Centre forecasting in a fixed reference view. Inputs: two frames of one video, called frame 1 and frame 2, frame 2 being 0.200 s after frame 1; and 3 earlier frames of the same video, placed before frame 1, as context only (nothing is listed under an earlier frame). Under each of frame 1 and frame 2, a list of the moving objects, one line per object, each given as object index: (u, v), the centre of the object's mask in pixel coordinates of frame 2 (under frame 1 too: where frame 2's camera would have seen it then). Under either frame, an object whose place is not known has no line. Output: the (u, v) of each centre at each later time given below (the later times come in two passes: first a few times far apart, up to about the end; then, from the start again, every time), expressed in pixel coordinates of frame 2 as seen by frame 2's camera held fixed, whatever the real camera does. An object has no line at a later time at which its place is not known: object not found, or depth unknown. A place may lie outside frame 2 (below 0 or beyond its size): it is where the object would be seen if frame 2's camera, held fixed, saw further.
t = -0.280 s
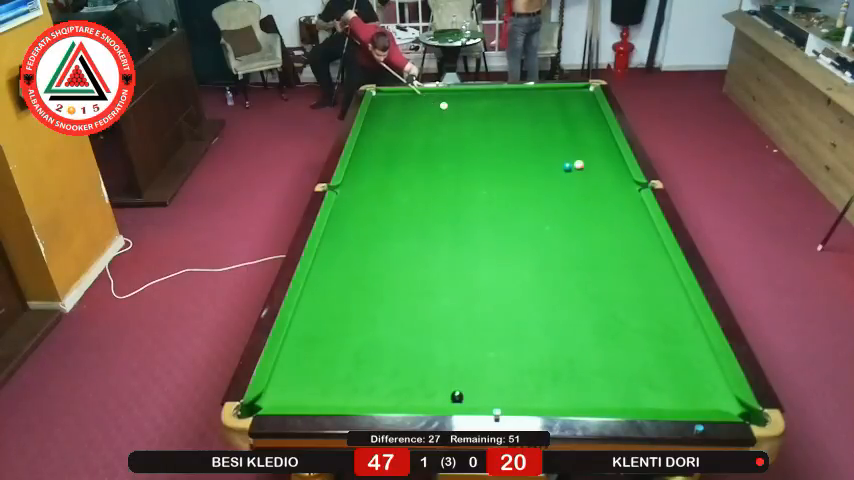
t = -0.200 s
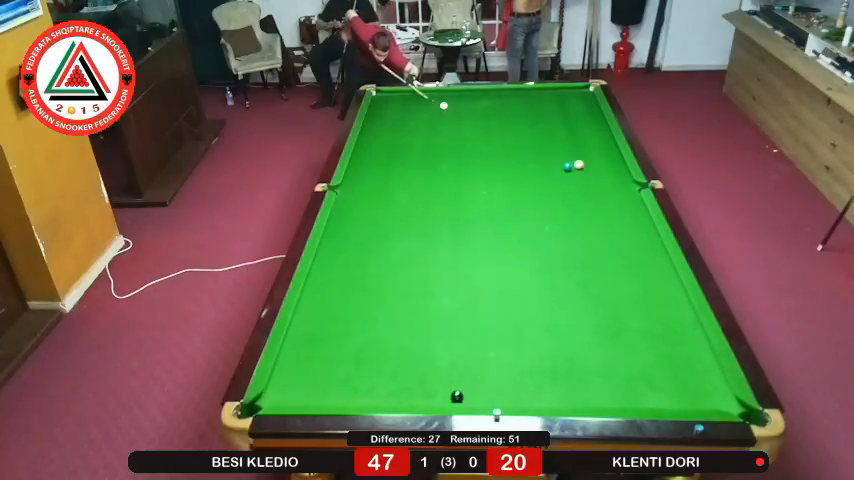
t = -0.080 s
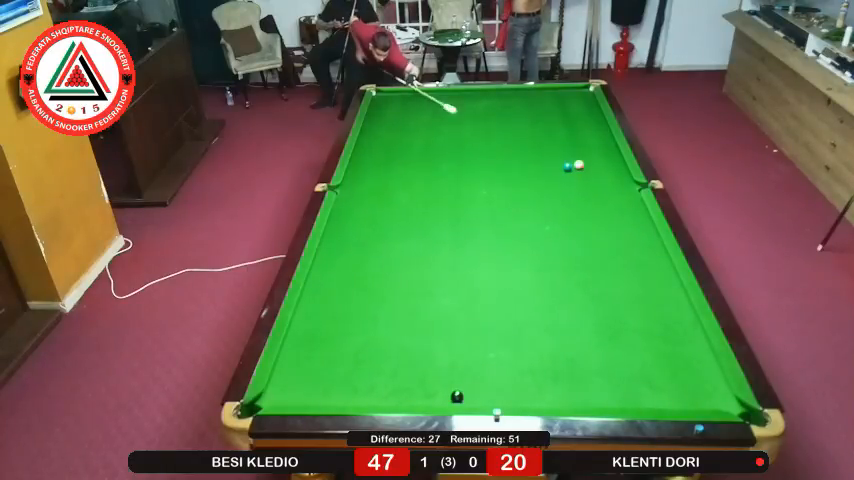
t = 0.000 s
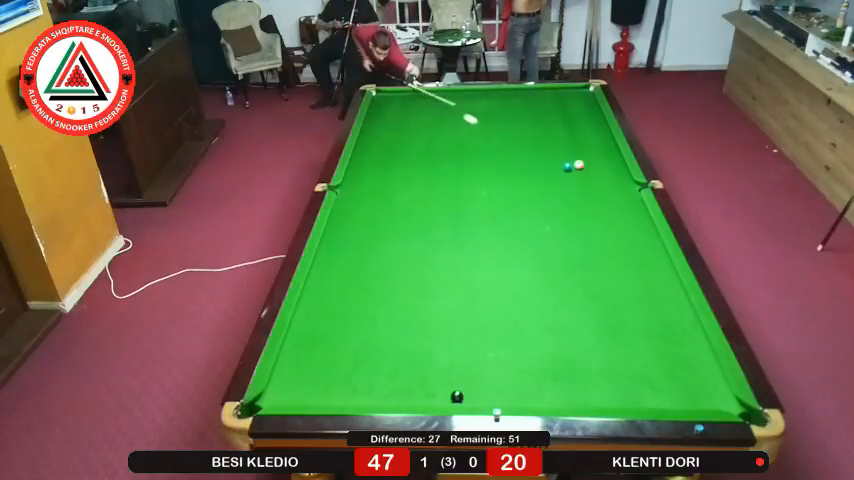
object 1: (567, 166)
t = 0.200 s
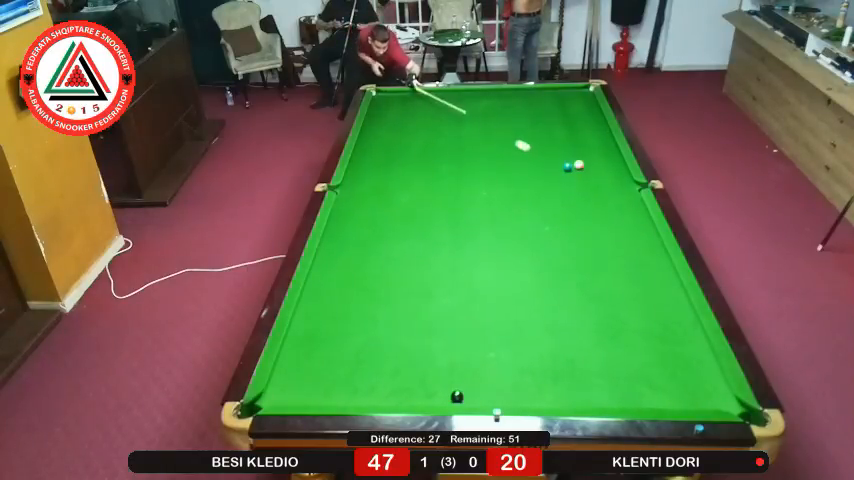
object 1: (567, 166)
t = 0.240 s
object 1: (567, 166)
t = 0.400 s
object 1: (591, 172)
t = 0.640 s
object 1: (631, 190)
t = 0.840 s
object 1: (597, 192)
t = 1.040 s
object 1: (565, 194)
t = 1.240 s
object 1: (534, 196)
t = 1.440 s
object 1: (504, 197)
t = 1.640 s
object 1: (474, 198)
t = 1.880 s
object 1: (439, 201)
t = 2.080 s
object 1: (411, 202)
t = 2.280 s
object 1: (383, 204)
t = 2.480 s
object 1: (356, 206)
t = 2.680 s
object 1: (341, 206)
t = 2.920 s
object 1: (364, 206)
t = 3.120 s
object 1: (382, 205)
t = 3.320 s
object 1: (399, 204)
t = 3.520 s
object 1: (416, 204)
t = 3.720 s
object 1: (432, 204)
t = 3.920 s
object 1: (447, 203)
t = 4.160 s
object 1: (465, 203)
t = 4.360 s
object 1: (478, 202)
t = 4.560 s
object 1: (491, 202)
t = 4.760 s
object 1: (504, 201)
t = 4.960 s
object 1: (514, 200)
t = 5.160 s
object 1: (514, 198)
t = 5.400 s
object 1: (514, 196)
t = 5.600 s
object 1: (513, 195)
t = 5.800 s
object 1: (513, 194)
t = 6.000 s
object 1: (513, 193)
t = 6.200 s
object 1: (512, 192)
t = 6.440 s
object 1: (512, 192)
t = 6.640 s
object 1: (512, 192)
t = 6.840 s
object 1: (512, 192)
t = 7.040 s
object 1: (512, 192)
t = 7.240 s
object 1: (512, 192)
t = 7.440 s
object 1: (512, 193)
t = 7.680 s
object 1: (512, 192)
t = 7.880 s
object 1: (512, 192)
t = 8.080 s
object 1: (512, 192)
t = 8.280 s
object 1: (512, 192)
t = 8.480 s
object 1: (512, 192)
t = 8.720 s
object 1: (512, 192)
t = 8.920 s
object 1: (512, 192)
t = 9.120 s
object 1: (512, 192)
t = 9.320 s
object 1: (512, 192)
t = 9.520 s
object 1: (512, 193)
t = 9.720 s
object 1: (512, 193)
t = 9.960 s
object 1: (512, 193)
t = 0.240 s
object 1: (567, 166)
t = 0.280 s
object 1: (567, 166)
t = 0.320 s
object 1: (567, 166)
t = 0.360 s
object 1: (575, 169)
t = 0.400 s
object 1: (591, 172)
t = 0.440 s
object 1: (604, 175)
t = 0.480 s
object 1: (617, 179)
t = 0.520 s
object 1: (631, 181)
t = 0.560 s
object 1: (636, 186)
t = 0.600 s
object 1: (636, 189)
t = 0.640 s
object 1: (631, 190)
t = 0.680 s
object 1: (624, 191)
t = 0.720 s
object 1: (617, 191)
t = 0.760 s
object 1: (610, 192)
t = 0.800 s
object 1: (603, 192)
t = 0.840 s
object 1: (597, 192)
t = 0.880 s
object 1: (591, 193)
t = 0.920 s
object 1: (584, 193)
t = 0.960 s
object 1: (578, 194)
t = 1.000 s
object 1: (572, 194)
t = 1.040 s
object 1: (565, 194)
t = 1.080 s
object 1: (559, 194)
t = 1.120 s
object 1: (553, 195)
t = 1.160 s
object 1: (547, 195)
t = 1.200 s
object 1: (541, 196)
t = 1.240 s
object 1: (534, 196)
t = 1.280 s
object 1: (528, 196)
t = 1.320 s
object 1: (522, 196)
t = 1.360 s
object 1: (516, 197)
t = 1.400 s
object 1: (510, 197)
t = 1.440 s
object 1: (504, 197)
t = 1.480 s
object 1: (498, 197)
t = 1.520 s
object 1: (492, 198)
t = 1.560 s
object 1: (486, 198)
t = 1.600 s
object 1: (480, 198)
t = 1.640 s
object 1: (474, 198)
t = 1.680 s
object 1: (468, 199)
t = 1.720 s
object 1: (462, 199)
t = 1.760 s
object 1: (457, 200)
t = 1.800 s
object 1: (451, 200)
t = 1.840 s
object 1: (445, 200)
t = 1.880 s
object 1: (439, 201)
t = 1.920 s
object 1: (434, 201)
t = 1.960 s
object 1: (428, 201)
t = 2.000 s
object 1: (423, 202)
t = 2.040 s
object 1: (417, 202)
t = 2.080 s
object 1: (411, 202)
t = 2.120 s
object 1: (405, 203)
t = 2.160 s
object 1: (400, 203)
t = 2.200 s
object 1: (394, 204)
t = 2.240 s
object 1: (389, 204)
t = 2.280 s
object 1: (383, 204)
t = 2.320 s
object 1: (378, 205)
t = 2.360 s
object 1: (372, 205)
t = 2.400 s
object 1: (367, 205)
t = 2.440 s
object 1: (362, 205)
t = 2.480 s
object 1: (356, 206)
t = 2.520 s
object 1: (351, 206)
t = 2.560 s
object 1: (346, 206)
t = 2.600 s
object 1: (340, 206)
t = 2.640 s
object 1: (337, 206)
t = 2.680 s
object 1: (341, 206)
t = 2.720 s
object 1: (345, 206)
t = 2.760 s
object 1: (349, 206)
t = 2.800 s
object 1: (353, 206)
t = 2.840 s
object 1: (357, 206)
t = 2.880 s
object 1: (360, 206)
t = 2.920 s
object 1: (364, 206)
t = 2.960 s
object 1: (368, 206)
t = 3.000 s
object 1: (371, 205)
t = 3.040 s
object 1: (375, 205)
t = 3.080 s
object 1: (378, 205)
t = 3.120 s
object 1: (382, 205)
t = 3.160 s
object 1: (386, 205)
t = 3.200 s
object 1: (389, 205)
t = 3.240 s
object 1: (392, 205)
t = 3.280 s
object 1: (396, 205)
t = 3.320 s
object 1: (399, 204)
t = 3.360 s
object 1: (403, 204)
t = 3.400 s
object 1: (406, 204)
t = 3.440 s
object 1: (410, 204)
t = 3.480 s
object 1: (413, 204)
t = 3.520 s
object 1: (416, 204)
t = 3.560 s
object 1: (419, 204)
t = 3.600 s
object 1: (423, 204)
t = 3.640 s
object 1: (426, 204)
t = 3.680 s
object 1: (429, 204)
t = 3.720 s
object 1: (432, 204)
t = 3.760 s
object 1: (435, 203)
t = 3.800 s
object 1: (438, 203)
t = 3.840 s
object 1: (441, 203)
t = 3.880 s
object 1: (444, 203)
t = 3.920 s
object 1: (447, 203)
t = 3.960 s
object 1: (450, 203)
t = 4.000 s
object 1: (453, 203)
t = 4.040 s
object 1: (456, 203)
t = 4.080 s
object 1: (459, 203)
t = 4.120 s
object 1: (462, 203)
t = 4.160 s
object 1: (465, 203)
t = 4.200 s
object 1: (467, 202)
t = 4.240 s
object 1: (470, 202)
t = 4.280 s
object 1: (473, 202)
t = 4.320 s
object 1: (476, 202)
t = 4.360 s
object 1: (478, 202)
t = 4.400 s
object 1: (481, 202)
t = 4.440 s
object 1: (483, 202)
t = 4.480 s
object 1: (486, 202)
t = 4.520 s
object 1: (489, 202)
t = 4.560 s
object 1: (491, 202)
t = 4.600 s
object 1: (494, 201)
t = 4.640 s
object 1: (497, 201)
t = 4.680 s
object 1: (499, 201)
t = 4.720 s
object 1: (502, 201)
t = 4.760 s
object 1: (504, 201)
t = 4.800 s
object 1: (506, 201)
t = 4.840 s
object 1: (509, 201)
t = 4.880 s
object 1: (511, 201)
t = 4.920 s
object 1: (513, 201)
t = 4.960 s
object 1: (514, 200)
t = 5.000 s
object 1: (514, 200)
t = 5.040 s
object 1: (514, 199)
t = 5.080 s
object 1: (514, 199)
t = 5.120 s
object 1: (514, 198)
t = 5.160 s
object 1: (514, 198)
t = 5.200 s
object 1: (514, 198)
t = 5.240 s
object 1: (514, 197)
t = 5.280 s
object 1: (514, 197)
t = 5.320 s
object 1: (514, 197)
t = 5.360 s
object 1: (514, 196)
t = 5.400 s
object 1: (514, 196)
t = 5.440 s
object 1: (514, 196)
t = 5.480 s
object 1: (514, 196)
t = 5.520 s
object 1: (514, 195)
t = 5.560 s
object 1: (513, 195)
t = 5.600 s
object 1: (513, 195)
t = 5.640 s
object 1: (513, 195)
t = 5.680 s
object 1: (513, 194)
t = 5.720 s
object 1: (513, 194)
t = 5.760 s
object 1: (513, 194)
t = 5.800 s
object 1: (513, 194)
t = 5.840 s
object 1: (513, 193)
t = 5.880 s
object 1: (513, 193)
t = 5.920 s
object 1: (513, 193)
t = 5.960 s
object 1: (513, 193)
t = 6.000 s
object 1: (513, 193)
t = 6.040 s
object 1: (512, 193)
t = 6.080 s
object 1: (512, 193)
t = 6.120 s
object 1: (512, 192)
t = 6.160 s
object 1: (512, 192)
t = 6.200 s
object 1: (512, 192)
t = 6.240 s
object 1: (512, 192)
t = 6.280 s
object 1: (512, 192)
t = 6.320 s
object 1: (512, 192)
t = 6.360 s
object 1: (512, 192)
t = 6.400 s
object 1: (512, 192)
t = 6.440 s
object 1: (512, 192)
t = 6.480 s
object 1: (512, 192)
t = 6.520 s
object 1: (512, 192)
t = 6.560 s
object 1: (512, 192)
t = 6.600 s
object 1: (512, 192)
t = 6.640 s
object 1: (512, 192)
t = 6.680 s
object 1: (512, 192)
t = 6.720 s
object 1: (512, 192)
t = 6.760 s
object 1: (512, 192)
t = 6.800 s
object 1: (512, 192)
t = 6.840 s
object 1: (512, 192)
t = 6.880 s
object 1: (512, 192)
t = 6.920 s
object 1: (512, 192)
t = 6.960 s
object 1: (512, 192)
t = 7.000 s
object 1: (512, 192)
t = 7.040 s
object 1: (512, 192)
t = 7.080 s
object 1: (512, 192)
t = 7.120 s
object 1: (512, 192)
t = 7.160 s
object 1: (512, 192)
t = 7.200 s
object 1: (512, 192)
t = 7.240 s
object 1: (512, 192)
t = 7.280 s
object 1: (512, 192)
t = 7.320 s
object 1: (512, 193)
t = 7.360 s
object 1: (512, 193)
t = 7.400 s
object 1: (512, 193)
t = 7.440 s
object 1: (512, 193)
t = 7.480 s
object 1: (512, 192)
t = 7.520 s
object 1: (512, 192)
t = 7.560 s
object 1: (512, 192)
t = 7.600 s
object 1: (512, 192)
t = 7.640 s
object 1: (512, 193)
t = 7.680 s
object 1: (512, 192)
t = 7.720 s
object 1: (512, 192)
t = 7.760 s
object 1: (512, 192)
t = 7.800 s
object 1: (512, 192)
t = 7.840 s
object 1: (512, 192)
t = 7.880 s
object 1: (512, 192)
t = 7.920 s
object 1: (512, 192)
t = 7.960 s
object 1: (512, 192)
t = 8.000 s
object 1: (512, 192)
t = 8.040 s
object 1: (512, 192)
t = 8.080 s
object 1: (512, 192)
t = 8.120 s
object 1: (512, 192)
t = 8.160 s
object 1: (512, 192)
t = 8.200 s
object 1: (512, 192)
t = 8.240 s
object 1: (512, 192)
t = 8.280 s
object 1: (512, 192)
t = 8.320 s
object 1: (512, 192)
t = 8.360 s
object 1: (512, 192)
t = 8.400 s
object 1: (512, 192)
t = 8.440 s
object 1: (512, 192)
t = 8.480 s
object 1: (512, 192)
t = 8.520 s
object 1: (512, 192)
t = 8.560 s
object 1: (512, 192)
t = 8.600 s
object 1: (512, 192)
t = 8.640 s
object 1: (512, 192)
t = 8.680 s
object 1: (512, 192)
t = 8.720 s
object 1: (512, 192)
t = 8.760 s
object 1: (512, 192)
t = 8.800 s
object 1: (512, 192)
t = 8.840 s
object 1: (512, 192)
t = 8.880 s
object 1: (512, 192)
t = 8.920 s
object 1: (512, 192)
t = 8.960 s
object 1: (512, 192)
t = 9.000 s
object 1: (512, 192)
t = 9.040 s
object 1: (512, 192)
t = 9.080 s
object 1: (512, 192)
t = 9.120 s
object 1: (512, 192)
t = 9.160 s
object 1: (512, 192)
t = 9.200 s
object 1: (512, 192)
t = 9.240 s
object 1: (512, 192)
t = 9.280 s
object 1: (512, 192)
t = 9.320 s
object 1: (512, 192)
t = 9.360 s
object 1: (512, 192)
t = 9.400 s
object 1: (512, 192)
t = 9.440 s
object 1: (512, 193)
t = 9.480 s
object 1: (512, 193)
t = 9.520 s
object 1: (512, 193)
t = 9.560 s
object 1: (512, 192)
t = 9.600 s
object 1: (512, 192)
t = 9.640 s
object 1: (512, 193)
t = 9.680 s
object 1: (512, 193)
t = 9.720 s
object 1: (512, 193)
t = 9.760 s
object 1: (512, 193)
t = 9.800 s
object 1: (512, 193)
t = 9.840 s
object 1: (512, 193)
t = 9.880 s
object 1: (512, 193)
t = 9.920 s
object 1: (512, 193)
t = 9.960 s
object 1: (512, 193)
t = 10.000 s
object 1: (512, 193)
